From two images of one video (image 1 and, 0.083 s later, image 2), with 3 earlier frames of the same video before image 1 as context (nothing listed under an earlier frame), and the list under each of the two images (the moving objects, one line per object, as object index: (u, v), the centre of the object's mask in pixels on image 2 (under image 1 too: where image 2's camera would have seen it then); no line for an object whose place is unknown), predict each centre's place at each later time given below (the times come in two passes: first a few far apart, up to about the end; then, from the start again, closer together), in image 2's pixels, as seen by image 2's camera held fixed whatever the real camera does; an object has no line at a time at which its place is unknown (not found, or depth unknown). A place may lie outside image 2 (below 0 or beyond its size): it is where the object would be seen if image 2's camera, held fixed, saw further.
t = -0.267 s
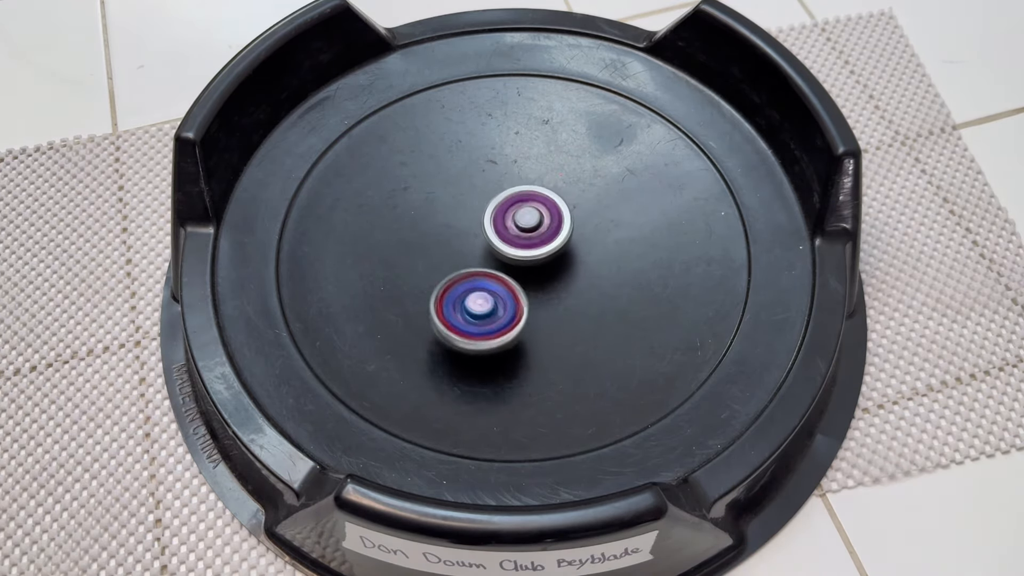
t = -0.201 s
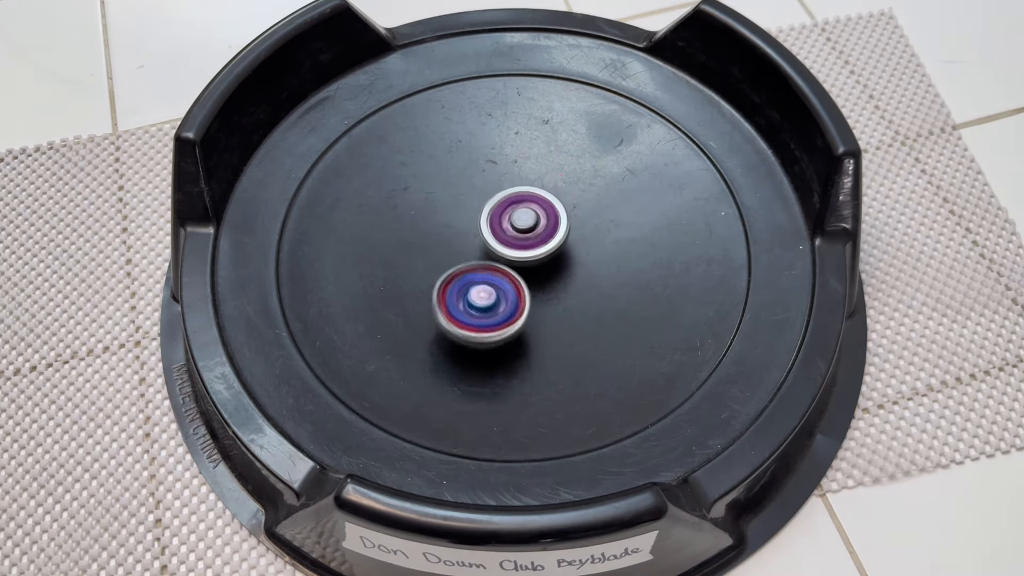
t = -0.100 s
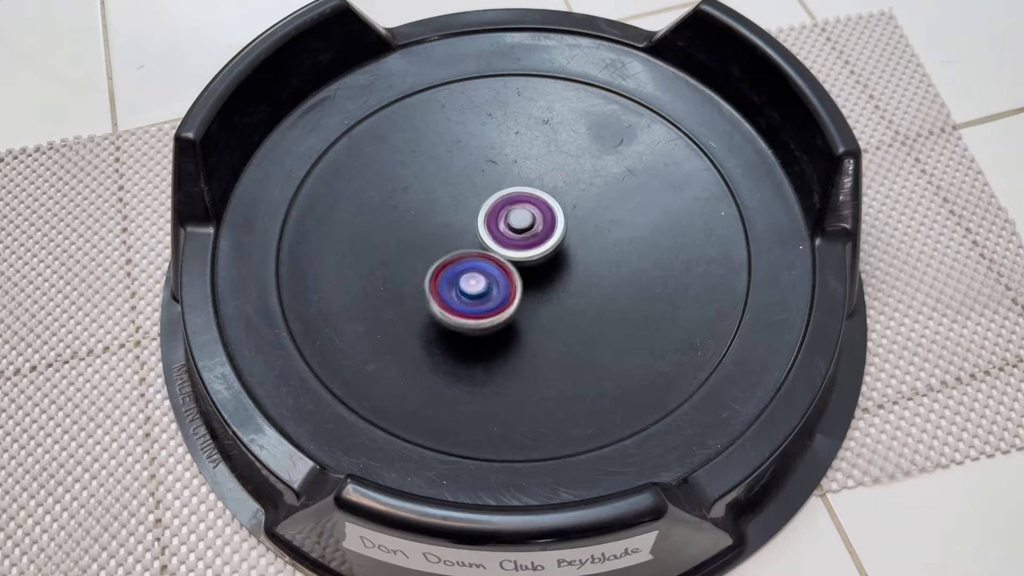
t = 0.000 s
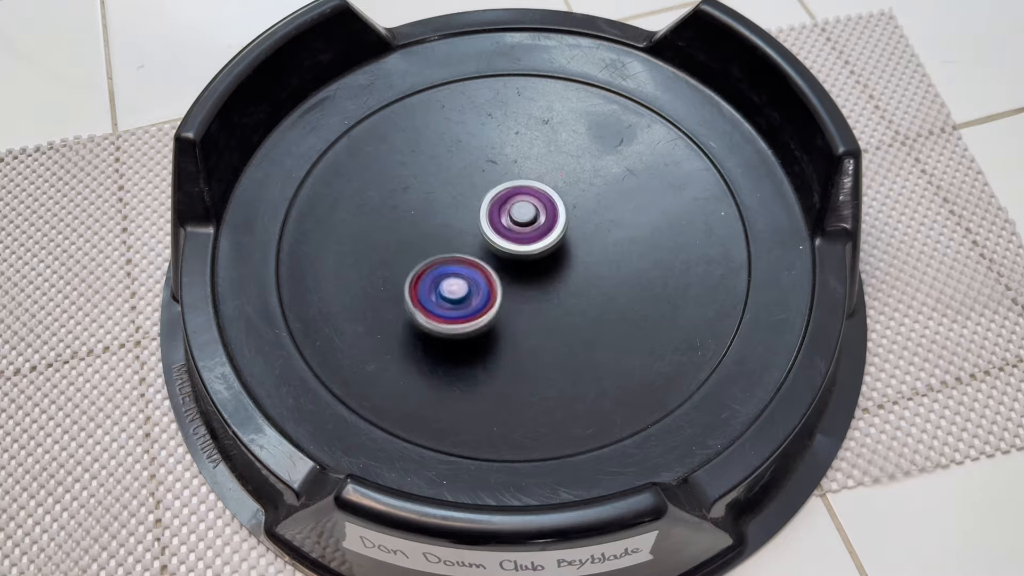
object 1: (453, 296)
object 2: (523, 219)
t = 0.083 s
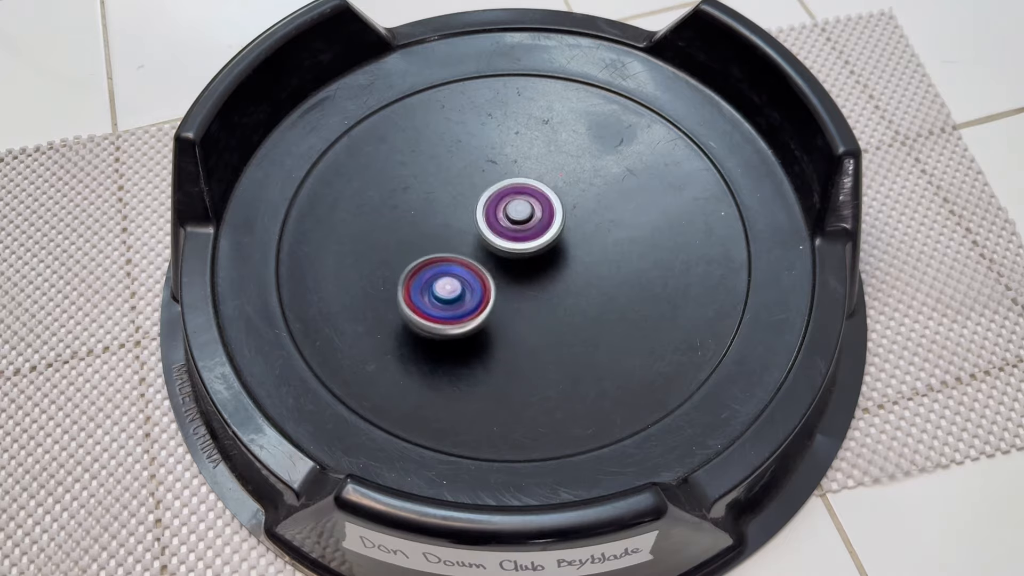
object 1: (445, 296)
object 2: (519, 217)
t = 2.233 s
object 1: (505, 222)
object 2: (601, 260)
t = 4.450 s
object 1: (544, 179)
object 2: (395, 228)
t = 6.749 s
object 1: (441, 183)
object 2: (530, 269)
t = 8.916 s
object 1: (584, 262)
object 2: (476, 247)
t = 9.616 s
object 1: (514, 280)
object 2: (495, 203)
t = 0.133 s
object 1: (443, 295)
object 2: (517, 217)
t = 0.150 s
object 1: (442, 294)
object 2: (517, 217)
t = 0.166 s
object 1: (442, 293)
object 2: (516, 217)
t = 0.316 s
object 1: (444, 278)
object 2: (510, 220)
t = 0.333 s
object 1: (445, 276)
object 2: (510, 221)
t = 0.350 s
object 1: (437, 280)
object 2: (517, 216)
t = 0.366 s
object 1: (429, 281)
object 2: (524, 210)
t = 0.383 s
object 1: (422, 281)
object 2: (529, 207)
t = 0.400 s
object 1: (416, 281)
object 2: (532, 205)
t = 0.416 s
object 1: (413, 281)
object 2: (533, 203)
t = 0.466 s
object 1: (407, 284)
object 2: (535, 198)
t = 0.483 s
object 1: (406, 285)
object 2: (536, 196)
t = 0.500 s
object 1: (406, 286)
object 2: (536, 194)
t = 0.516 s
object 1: (407, 286)
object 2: (536, 193)
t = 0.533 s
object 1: (409, 286)
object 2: (537, 192)
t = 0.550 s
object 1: (412, 286)
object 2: (537, 190)
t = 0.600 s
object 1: (423, 284)
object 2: (537, 187)
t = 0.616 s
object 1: (426, 283)
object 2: (537, 186)
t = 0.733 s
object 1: (452, 255)
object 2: (536, 182)
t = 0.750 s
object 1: (454, 250)
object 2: (536, 182)
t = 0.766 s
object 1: (455, 245)
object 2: (535, 182)
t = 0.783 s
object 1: (456, 239)
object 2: (535, 182)
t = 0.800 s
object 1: (456, 233)
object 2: (534, 182)
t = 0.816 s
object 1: (456, 227)
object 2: (534, 182)
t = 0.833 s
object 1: (452, 222)
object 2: (536, 181)
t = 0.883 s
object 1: (430, 213)
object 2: (547, 178)
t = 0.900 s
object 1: (423, 211)
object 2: (547, 177)
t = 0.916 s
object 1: (416, 210)
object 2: (548, 177)
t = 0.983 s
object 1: (393, 211)
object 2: (549, 176)
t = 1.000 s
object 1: (391, 212)
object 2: (550, 176)
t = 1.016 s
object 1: (389, 215)
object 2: (550, 177)
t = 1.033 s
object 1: (386, 218)
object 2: (550, 177)
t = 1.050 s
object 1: (385, 221)
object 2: (551, 177)
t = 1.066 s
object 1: (385, 224)
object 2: (551, 178)
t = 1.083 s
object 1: (387, 227)
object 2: (551, 178)
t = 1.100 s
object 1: (389, 229)
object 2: (551, 179)
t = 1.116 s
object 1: (393, 231)
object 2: (551, 180)
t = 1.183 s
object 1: (416, 243)
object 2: (551, 184)
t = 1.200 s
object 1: (423, 245)
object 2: (551, 186)
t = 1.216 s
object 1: (430, 245)
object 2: (551, 187)
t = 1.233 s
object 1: (438, 245)
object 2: (550, 189)
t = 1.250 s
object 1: (446, 244)
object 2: (550, 191)
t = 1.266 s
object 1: (455, 242)
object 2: (550, 192)
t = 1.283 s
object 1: (464, 239)
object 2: (549, 194)
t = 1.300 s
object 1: (472, 236)
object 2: (551, 195)
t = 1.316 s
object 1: (470, 235)
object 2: (560, 192)
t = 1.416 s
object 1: (458, 226)
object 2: (578, 192)
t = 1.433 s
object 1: (458, 227)
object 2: (579, 192)
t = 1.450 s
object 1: (457, 226)
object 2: (580, 193)
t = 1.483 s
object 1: (456, 227)
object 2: (581, 194)
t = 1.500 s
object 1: (455, 227)
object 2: (582, 195)
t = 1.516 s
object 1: (455, 226)
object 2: (582, 196)
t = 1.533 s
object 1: (456, 227)
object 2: (583, 196)
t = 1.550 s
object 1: (458, 227)
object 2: (583, 197)
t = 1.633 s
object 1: (467, 229)
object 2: (584, 202)
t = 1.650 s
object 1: (469, 229)
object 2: (583, 203)
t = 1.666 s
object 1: (471, 228)
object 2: (583, 204)
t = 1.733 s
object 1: (482, 222)
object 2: (581, 211)
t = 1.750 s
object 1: (485, 221)
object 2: (580, 213)
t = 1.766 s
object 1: (485, 219)
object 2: (581, 215)
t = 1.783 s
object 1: (478, 215)
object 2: (590, 217)
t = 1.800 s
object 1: (472, 213)
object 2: (596, 220)
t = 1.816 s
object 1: (468, 211)
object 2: (599, 223)
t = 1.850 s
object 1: (460, 208)
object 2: (601, 227)
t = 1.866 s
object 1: (458, 207)
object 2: (602, 228)
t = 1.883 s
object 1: (456, 208)
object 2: (604, 229)
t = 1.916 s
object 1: (453, 211)
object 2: (605, 232)
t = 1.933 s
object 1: (451, 212)
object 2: (607, 234)
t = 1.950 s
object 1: (451, 215)
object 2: (607, 235)
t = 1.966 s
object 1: (451, 217)
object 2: (608, 237)
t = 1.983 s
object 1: (451, 219)
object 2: (609, 238)
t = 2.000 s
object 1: (452, 220)
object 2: (609, 239)
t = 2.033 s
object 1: (457, 224)
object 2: (610, 243)
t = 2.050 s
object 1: (461, 227)
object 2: (610, 244)
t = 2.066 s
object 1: (465, 229)
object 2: (609, 246)
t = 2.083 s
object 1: (468, 230)
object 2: (609, 247)
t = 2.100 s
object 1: (473, 233)
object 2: (609, 248)
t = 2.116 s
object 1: (478, 234)
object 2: (608, 250)
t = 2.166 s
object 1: (490, 231)
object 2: (605, 254)
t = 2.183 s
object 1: (494, 230)
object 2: (605, 256)
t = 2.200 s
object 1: (498, 228)
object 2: (603, 257)
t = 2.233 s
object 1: (505, 222)
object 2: (601, 260)
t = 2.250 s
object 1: (508, 220)
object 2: (599, 262)
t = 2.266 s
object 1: (510, 217)
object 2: (598, 264)
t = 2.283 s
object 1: (512, 214)
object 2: (596, 266)
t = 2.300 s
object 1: (512, 211)
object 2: (593, 267)
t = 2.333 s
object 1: (512, 205)
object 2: (590, 270)
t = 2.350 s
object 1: (512, 202)
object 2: (587, 271)
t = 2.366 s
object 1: (510, 199)
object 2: (585, 273)
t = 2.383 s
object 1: (509, 196)
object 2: (584, 275)
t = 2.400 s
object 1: (508, 194)
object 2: (581, 276)
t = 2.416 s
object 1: (507, 192)
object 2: (579, 278)
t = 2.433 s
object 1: (505, 192)
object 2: (577, 279)
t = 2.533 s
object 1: (493, 195)
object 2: (561, 286)
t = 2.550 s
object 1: (492, 196)
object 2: (557, 287)
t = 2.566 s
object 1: (491, 198)
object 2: (555, 288)
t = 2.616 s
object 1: (491, 205)
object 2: (546, 291)
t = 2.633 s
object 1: (491, 209)
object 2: (543, 291)
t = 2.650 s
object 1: (491, 211)
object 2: (539, 292)
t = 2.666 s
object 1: (491, 214)
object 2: (537, 293)
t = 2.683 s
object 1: (492, 217)
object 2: (533, 293)
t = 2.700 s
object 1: (493, 220)
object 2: (530, 293)
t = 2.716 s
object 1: (495, 218)
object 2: (530, 299)
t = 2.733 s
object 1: (496, 213)
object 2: (529, 309)
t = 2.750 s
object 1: (498, 211)
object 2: (528, 316)
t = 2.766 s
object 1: (501, 209)
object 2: (526, 320)
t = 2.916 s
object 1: (506, 204)
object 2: (516, 336)
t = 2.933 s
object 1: (508, 204)
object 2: (514, 337)
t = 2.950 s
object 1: (508, 205)
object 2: (513, 338)
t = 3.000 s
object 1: (509, 207)
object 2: (510, 340)
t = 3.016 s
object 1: (508, 207)
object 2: (509, 341)
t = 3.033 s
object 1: (508, 207)
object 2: (507, 341)
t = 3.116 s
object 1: (514, 211)
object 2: (501, 340)
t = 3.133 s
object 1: (515, 212)
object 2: (500, 340)
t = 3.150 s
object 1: (516, 214)
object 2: (499, 339)
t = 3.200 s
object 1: (517, 216)
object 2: (495, 336)
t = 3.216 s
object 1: (518, 217)
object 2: (494, 335)
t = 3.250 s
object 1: (521, 218)
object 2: (491, 331)
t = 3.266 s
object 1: (523, 218)
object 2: (491, 330)
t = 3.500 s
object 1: (536, 226)
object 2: (478, 293)
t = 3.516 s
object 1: (536, 227)
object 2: (477, 289)
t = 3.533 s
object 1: (540, 225)
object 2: (471, 289)
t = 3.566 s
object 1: (555, 213)
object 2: (445, 297)
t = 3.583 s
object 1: (560, 209)
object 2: (438, 299)
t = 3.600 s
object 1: (563, 205)
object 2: (432, 300)
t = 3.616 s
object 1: (566, 200)
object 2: (429, 299)
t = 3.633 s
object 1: (567, 197)
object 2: (427, 298)
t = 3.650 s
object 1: (567, 193)
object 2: (426, 298)
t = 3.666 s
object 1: (567, 190)
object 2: (425, 297)
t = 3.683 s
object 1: (565, 187)
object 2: (423, 296)
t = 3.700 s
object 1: (562, 186)
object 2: (422, 295)
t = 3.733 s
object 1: (555, 181)
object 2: (420, 293)
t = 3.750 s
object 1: (552, 180)
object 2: (419, 292)
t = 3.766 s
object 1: (548, 179)
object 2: (418, 290)
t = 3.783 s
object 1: (544, 178)
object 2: (417, 288)
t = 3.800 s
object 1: (541, 178)
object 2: (417, 287)
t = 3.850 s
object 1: (531, 183)
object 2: (416, 281)
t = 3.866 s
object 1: (528, 185)
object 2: (415, 280)
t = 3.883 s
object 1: (523, 189)
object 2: (416, 278)
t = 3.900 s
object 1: (519, 194)
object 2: (415, 276)
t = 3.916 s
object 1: (516, 197)
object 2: (416, 274)
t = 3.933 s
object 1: (512, 202)
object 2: (416, 271)
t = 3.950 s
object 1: (508, 208)
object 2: (417, 269)
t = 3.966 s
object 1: (507, 214)
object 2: (418, 266)
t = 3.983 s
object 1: (505, 220)
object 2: (419, 264)
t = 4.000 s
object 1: (504, 226)
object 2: (420, 262)
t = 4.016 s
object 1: (513, 231)
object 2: (411, 261)
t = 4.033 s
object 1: (526, 232)
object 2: (399, 261)
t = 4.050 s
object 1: (536, 234)
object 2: (390, 260)
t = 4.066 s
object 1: (548, 235)
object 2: (385, 258)
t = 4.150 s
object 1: (602, 223)
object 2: (377, 253)
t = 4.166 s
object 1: (610, 217)
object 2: (376, 251)
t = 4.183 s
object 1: (615, 210)
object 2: (375, 250)
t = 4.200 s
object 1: (620, 204)
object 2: (375, 249)
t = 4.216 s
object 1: (622, 195)
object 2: (375, 248)
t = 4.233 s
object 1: (623, 188)
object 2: (375, 247)
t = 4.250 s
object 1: (622, 181)
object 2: (375, 245)
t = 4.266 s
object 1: (619, 174)
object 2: (375, 244)
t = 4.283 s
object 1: (616, 168)
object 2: (376, 243)
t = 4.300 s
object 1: (610, 165)
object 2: (377, 241)
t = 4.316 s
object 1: (606, 162)
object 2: (379, 239)
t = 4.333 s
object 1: (599, 162)
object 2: (380, 238)
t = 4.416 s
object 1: (560, 169)
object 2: (390, 231)
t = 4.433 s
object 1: (552, 173)
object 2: (392, 230)
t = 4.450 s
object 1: (544, 179)
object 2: (395, 228)
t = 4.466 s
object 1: (536, 186)
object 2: (398, 227)
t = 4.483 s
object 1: (530, 194)
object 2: (401, 226)
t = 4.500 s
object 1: (525, 202)
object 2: (404, 225)
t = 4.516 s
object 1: (521, 211)
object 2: (408, 224)
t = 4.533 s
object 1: (519, 220)
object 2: (411, 222)
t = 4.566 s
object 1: (517, 239)
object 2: (419, 220)
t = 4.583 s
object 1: (516, 249)
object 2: (423, 218)
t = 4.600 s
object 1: (520, 258)
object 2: (427, 217)
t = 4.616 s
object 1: (524, 267)
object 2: (431, 216)
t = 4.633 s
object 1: (530, 275)
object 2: (435, 215)
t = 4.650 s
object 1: (538, 282)
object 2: (439, 213)
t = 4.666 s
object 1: (545, 288)
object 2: (444, 212)
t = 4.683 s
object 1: (555, 294)
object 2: (448, 210)
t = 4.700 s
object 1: (564, 297)
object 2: (452, 209)
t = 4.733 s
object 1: (586, 301)
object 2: (461, 205)
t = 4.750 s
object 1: (596, 302)
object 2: (465, 204)
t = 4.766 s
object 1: (608, 299)
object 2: (469, 203)
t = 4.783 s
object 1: (616, 296)
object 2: (474, 201)
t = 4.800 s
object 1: (626, 291)
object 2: (478, 199)
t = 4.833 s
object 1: (638, 278)
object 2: (486, 197)
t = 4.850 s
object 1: (640, 270)
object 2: (490, 195)
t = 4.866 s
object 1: (641, 262)
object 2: (495, 194)
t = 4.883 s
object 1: (638, 253)
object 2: (499, 192)
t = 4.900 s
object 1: (634, 246)
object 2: (503, 191)
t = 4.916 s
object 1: (627, 238)
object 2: (508, 190)
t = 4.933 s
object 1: (619, 233)
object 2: (512, 188)
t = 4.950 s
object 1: (609, 228)
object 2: (517, 187)
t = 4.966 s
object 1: (599, 225)
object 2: (520, 185)
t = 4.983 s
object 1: (594, 227)
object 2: (518, 178)
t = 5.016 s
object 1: (580, 234)
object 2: (516, 166)
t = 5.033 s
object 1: (573, 240)
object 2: (517, 162)
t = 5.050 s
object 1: (567, 244)
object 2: (519, 159)
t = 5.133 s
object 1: (546, 274)
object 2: (525, 153)
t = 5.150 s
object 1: (544, 279)
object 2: (525, 152)
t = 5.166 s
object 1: (544, 285)
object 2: (526, 152)
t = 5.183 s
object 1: (544, 291)
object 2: (527, 151)
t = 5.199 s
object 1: (546, 295)
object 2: (528, 151)
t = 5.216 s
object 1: (547, 299)
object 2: (529, 151)
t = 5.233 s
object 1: (548, 301)
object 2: (530, 151)
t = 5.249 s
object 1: (551, 304)
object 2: (530, 151)
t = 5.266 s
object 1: (553, 306)
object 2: (531, 151)
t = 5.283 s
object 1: (556, 308)
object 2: (532, 151)
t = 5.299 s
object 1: (559, 310)
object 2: (533, 152)
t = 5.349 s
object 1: (564, 312)
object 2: (535, 154)
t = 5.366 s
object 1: (565, 312)
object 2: (535, 155)
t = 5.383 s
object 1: (565, 311)
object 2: (536, 156)
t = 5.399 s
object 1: (566, 309)
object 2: (536, 157)
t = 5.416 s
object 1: (565, 308)
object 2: (537, 159)
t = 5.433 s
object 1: (565, 305)
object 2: (538, 160)
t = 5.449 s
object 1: (564, 302)
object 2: (539, 162)
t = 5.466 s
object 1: (563, 299)
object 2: (539, 164)
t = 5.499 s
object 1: (559, 292)
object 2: (540, 168)
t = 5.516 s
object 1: (556, 289)
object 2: (541, 171)
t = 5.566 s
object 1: (544, 278)
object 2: (542, 178)
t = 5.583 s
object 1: (540, 275)
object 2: (542, 180)
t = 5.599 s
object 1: (534, 272)
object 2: (543, 183)
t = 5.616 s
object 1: (529, 270)
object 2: (543, 186)
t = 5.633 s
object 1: (522, 268)
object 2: (543, 189)
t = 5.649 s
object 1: (516, 268)
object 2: (543, 191)
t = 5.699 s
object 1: (494, 268)
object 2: (545, 198)
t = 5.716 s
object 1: (488, 269)
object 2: (544, 201)
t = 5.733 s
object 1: (482, 271)
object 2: (544, 204)
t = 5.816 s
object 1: (463, 282)
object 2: (543, 219)
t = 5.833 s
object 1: (461, 284)
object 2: (542, 222)
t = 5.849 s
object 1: (461, 286)
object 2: (542, 225)
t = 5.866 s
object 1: (461, 288)
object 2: (541, 229)
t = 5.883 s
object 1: (460, 289)
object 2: (541, 231)
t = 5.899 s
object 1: (463, 291)
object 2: (540, 235)
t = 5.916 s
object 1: (463, 292)
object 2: (540, 238)
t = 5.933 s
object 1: (465, 292)
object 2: (539, 240)
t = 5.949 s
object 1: (464, 294)
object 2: (540, 243)
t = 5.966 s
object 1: (462, 294)
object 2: (541, 244)
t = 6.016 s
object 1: (460, 294)
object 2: (542, 251)
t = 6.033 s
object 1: (459, 294)
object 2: (542, 252)
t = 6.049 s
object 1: (455, 295)
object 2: (549, 253)
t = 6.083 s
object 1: (450, 294)
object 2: (556, 254)
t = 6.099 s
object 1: (450, 294)
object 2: (558, 255)
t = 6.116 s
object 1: (448, 292)
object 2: (558, 256)
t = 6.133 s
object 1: (448, 292)
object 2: (559, 257)
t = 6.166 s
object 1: (448, 291)
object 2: (561, 258)
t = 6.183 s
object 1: (447, 289)
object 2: (561, 259)
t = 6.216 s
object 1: (449, 287)
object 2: (562, 261)
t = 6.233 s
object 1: (450, 285)
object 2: (563, 261)
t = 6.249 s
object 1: (450, 284)
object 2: (563, 262)
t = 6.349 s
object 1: (454, 264)
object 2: (563, 266)
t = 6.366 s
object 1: (455, 261)
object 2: (562, 267)
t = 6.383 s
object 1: (456, 256)
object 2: (562, 267)
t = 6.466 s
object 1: (462, 235)
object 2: (558, 269)
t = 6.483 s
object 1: (462, 232)
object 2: (557, 269)
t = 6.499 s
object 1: (461, 227)
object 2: (556, 270)
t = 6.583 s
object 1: (454, 206)
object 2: (549, 270)
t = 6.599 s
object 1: (452, 202)
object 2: (547, 271)
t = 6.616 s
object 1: (450, 199)
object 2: (545, 270)
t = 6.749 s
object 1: (441, 183)
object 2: (530, 269)
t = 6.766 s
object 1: (440, 183)
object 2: (528, 269)
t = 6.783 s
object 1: (441, 182)
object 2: (525, 268)
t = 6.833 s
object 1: (442, 184)
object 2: (519, 266)
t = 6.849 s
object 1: (442, 185)
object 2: (517, 265)
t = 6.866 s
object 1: (443, 186)
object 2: (515, 265)
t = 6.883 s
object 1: (444, 187)
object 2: (513, 264)
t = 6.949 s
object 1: (451, 192)
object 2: (504, 261)
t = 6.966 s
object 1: (453, 193)
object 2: (503, 261)
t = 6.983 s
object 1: (455, 191)
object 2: (502, 261)
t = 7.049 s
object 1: (463, 182)
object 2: (497, 260)
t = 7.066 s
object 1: (465, 180)
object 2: (496, 260)
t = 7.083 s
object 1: (467, 179)
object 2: (495, 259)
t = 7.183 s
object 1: (479, 176)
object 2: (487, 254)
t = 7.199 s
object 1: (482, 175)
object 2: (486, 255)
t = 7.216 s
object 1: (484, 172)
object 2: (485, 255)
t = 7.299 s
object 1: (493, 162)
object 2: (482, 255)
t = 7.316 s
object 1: (494, 160)
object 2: (482, 254)
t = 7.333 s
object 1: (496, 158)
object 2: (482, 254)
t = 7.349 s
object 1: (497, 157)
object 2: (482, 254)
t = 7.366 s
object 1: (499, 155)
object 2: (482, 253)
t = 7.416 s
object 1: (502, 154)
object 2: (482, 251)
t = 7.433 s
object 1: (503, 153)
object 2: (482, 251)
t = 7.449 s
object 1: (505, 154)
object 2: (482, 250)
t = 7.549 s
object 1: (510, 164)
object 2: (484, 244)
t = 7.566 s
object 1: (511, 166)
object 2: (485, 243)
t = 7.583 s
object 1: (514, 168)
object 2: (483, 244)
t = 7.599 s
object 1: (517, 165)
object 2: (480, 249)
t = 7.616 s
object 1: (520, 163)
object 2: (478, 253)
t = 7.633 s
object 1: (524, 162)
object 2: (477, 254)
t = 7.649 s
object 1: (527, 161)
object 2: (477, 255)
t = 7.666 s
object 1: (530, 160)
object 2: (479, 255)
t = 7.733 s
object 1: (539, 157)
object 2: (482, 258)
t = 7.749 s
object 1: (541, 157)
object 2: (483, 260)
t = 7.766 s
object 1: (544, 158)
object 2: (483, 261)
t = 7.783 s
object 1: (545, 158)
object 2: (484, 261)
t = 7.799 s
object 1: (547, 159)
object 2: (485, 261)
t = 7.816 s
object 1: (548, 162)
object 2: (487, 261)
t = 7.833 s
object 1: (549, 163)
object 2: (488, 261)
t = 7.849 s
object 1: (551, 165)
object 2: (489, 261)
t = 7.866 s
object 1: (551, 169)
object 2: (490, 261)
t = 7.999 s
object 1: (560, 195)
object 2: (500, 260)
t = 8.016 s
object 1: (563, 199)
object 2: (501, 260)
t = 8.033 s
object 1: (569, 200)
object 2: (499, 261)
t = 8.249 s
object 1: (609, 208)
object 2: (501, 266)
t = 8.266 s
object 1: (610, 210)
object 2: (501, 266)
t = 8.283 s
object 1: (609, 211)
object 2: (502, 266)
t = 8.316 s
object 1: (606, 213)
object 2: (502, 265)
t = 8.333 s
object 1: (604, 214)
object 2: (503, 265)
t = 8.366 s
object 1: (600, 218)
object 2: (503, 265)
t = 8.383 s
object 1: (597, 219)
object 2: (504, 264)
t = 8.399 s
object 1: (595, 222)
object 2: (504, 264)
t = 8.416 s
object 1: (592, 224)
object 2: (504, 263)
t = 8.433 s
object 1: (591, 227)
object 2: (502, 263)
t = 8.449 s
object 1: (594, 228)
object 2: (500, 264)
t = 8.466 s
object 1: (596, 229)
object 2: (498, 264)
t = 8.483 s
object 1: (597, 230)
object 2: (497, 264)
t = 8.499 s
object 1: (598, 231)
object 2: (498, 263)
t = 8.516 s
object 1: (600, 232)
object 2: (497, 263)
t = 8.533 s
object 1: (599, 233)
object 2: (498, 262)
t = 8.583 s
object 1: (599, 235)
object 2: (497, 261)
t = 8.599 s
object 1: (599, 236)
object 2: (497, 260)
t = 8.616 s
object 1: (598, 237)
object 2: (497, 259)
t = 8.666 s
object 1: (594, 242)
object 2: (497, 257)
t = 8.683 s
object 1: (592, 245)
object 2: (497, 256)
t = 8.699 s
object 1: (594, 246)
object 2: (491, 255)
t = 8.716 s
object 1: (595, 248)
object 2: (488, 254)
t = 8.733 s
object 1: (596, 250)
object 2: (486, 253)
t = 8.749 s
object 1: (596, 251)
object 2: (485, 252)
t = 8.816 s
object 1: (594, 257)
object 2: (480, 250)
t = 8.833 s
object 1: (593, 258)
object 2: (479, 250)
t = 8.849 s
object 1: (591, 259)
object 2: (478, 249)
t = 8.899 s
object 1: (586, 261)
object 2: (476, 247)
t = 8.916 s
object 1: (584, 262)
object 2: (476, 247)
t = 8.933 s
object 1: (581, 263)
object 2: (475, 245)
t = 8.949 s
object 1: (578, 264)
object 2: (475, 245)
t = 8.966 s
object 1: (575, 263)
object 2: (474, 244)
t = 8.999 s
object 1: (568, 265)
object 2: (474, 242)
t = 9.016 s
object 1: (565, 265)
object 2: (474, 241)
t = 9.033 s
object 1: (563, 268)
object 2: (473, 240)
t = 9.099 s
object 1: (558, 274)
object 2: (473, 236)
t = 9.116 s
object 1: (557, 275)
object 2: (472, 235)
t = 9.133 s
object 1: (556, 276)
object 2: (473, 234)
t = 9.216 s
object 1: (544, 282)
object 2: (474, 228)
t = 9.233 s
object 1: (543, 285)
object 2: (474, 226)
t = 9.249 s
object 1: (541, 286)
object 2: (474, 225)
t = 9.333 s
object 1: (537, 293)
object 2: (476, 218)
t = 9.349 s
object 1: (536, 294)
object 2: (476, 217)
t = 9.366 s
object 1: (535, 295)
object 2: (478, 216)
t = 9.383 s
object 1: (535, 295)
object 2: (478, 215)
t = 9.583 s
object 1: (519, 283)
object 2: (492, 206)
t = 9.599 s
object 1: (516, 280)
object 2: (494, 205)
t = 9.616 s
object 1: (514, 280)
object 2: (495, 203)
